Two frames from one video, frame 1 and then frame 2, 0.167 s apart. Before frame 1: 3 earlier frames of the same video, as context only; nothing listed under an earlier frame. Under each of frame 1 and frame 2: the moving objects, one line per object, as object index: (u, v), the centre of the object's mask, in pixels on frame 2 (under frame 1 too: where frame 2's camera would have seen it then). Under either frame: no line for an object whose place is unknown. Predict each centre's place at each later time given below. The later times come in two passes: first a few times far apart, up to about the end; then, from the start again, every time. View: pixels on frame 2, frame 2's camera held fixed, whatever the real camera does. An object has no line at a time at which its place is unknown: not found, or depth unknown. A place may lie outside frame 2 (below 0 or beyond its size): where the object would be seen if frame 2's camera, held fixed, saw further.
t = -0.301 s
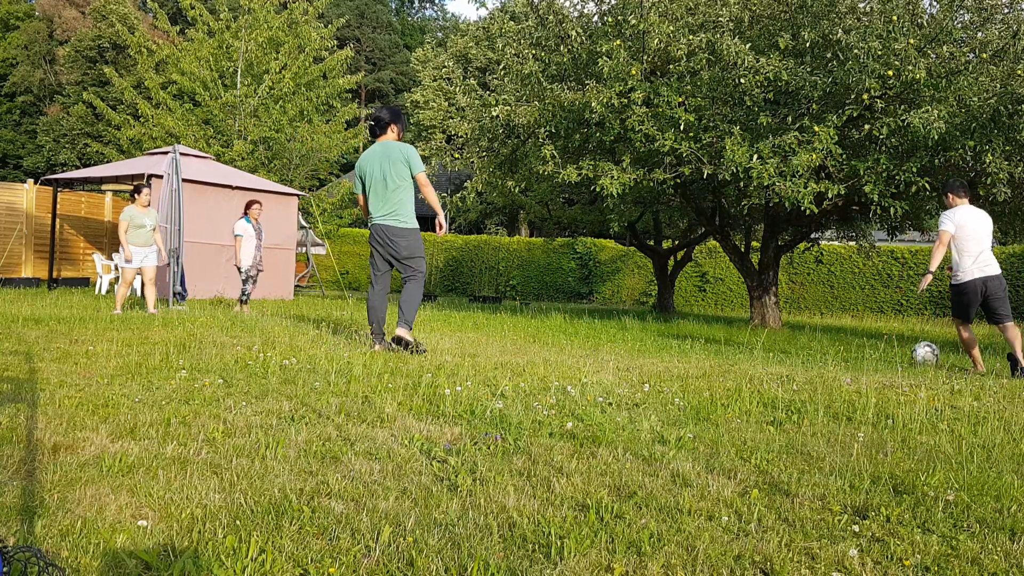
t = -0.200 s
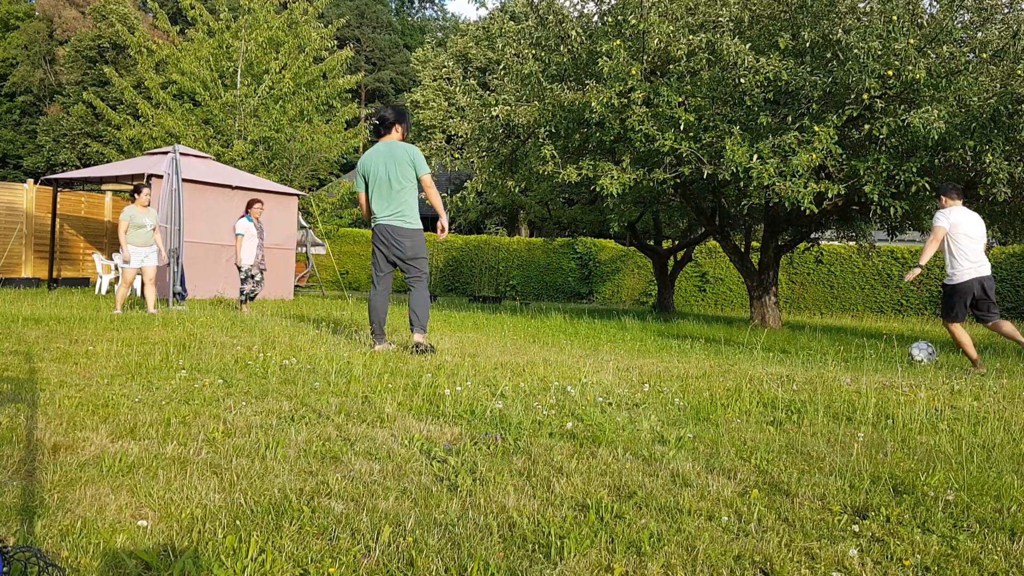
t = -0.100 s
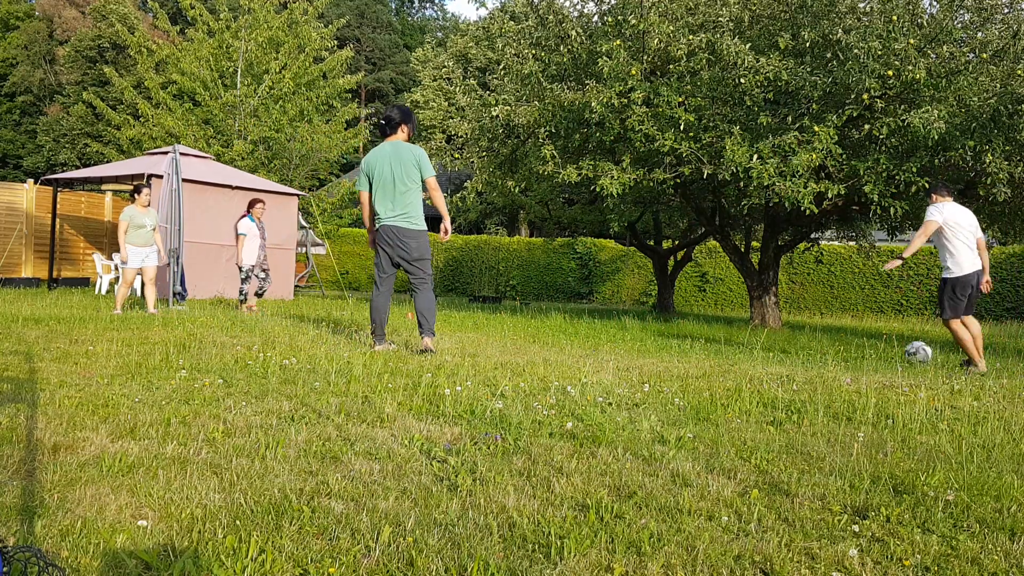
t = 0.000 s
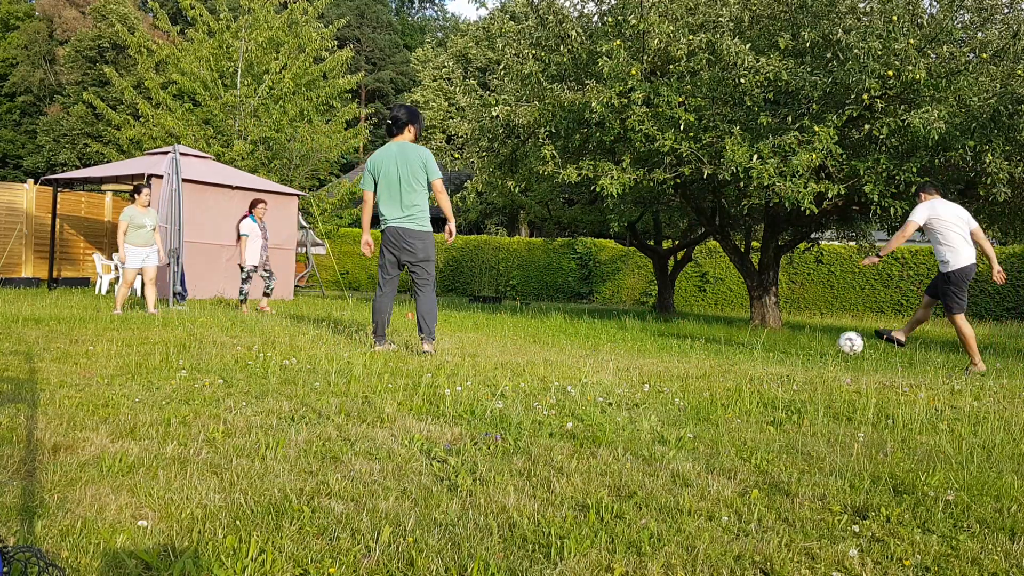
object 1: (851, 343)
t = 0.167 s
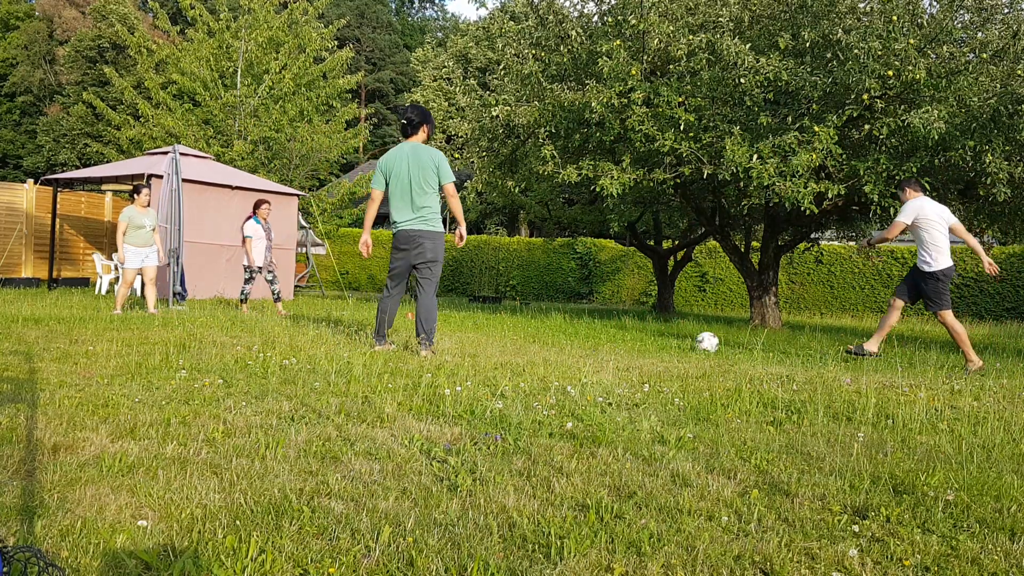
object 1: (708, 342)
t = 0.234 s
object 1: (667, 338)
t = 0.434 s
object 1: (585, 309)
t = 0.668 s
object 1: (496, 320)
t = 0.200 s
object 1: (683, 343)
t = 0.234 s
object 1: (667, 338)
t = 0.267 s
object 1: (653, 331)
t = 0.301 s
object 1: (638, 324)
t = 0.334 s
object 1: (624, 319)
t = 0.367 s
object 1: (611, 314)
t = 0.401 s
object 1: (598, 311)
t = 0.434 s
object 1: (585, 309)
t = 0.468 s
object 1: (571, 308)
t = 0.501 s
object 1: (558, 308)
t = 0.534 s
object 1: (546, 310)
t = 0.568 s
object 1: (533, 312)
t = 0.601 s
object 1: (521, 316)
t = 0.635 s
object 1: (509, 320)
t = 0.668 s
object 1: (496, 320)
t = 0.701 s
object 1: (485, 316)
